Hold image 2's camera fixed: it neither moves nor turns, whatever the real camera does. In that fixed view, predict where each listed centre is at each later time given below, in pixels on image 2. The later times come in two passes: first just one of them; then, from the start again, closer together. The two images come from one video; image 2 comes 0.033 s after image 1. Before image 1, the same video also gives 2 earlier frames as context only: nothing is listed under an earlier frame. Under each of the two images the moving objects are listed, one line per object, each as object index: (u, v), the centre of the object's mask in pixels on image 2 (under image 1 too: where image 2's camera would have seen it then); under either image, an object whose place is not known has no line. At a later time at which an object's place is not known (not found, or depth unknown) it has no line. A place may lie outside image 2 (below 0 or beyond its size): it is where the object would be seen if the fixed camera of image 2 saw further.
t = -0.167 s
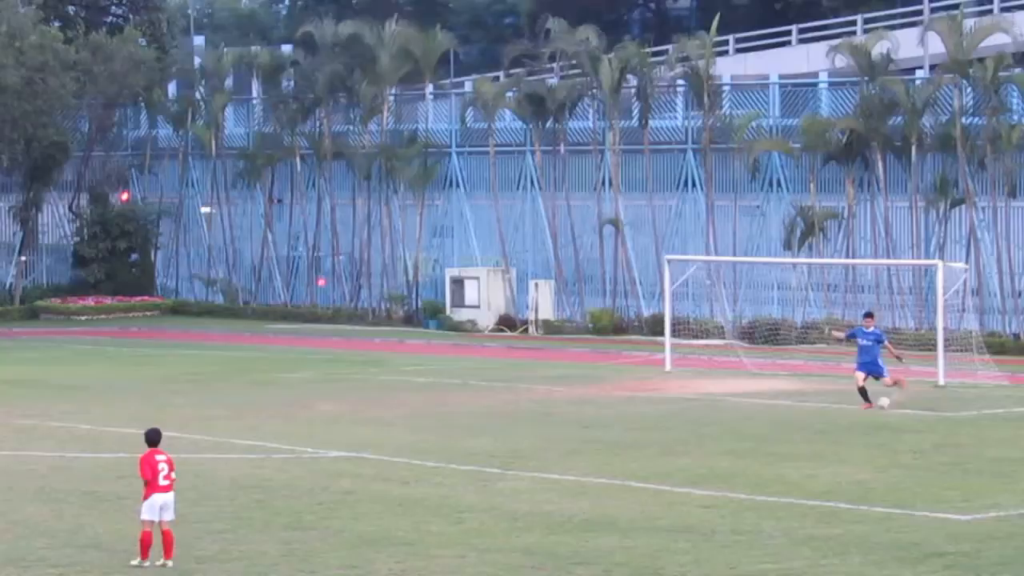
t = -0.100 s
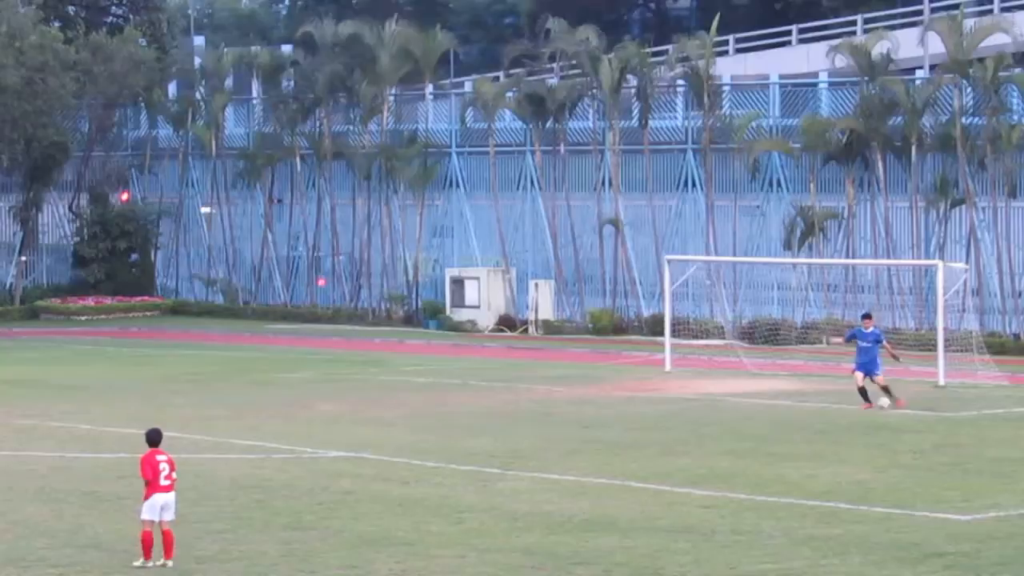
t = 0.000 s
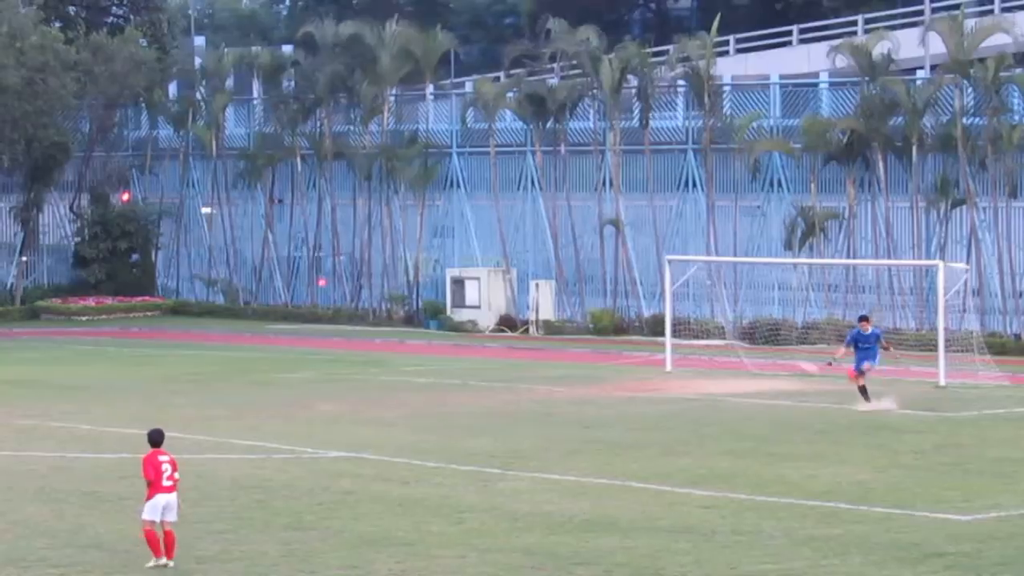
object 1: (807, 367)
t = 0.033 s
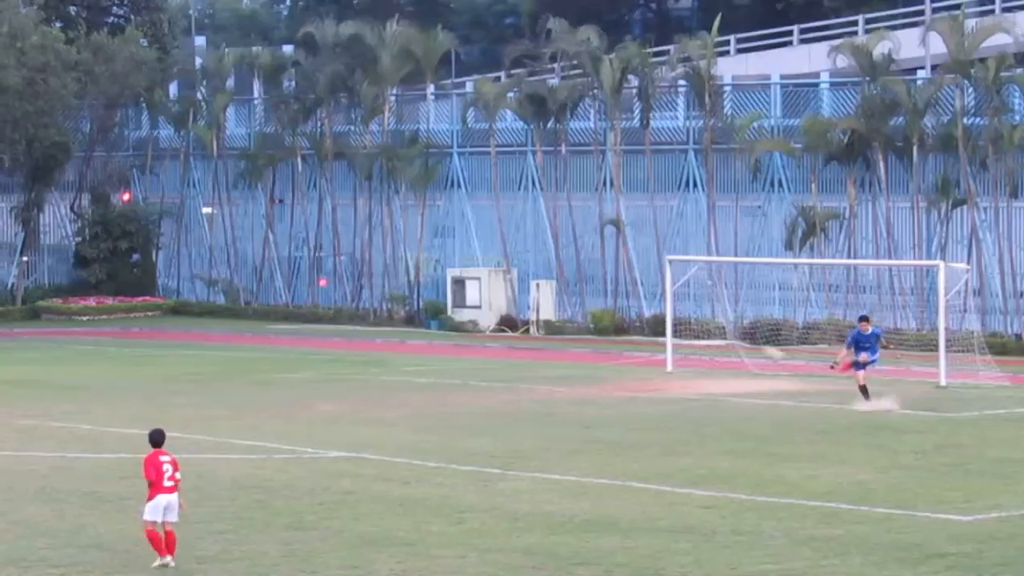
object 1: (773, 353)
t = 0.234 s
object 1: (561, 273)
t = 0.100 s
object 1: (705, 325)
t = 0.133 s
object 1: (668, 312)
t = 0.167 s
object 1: (633, 298)
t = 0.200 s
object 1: (597, 286)
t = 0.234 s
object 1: (561, 273)
